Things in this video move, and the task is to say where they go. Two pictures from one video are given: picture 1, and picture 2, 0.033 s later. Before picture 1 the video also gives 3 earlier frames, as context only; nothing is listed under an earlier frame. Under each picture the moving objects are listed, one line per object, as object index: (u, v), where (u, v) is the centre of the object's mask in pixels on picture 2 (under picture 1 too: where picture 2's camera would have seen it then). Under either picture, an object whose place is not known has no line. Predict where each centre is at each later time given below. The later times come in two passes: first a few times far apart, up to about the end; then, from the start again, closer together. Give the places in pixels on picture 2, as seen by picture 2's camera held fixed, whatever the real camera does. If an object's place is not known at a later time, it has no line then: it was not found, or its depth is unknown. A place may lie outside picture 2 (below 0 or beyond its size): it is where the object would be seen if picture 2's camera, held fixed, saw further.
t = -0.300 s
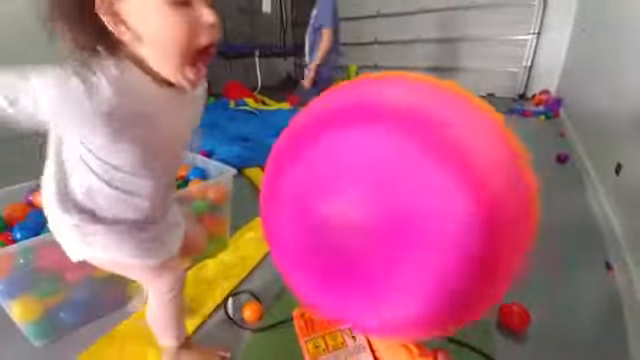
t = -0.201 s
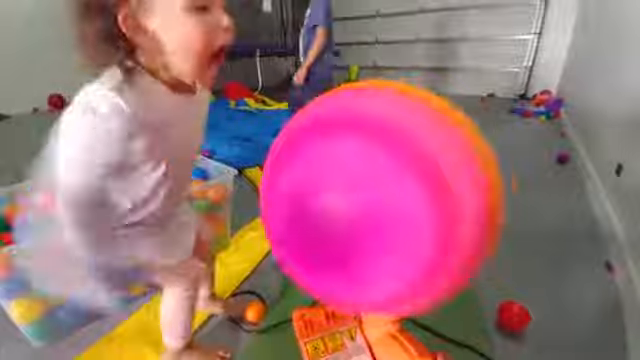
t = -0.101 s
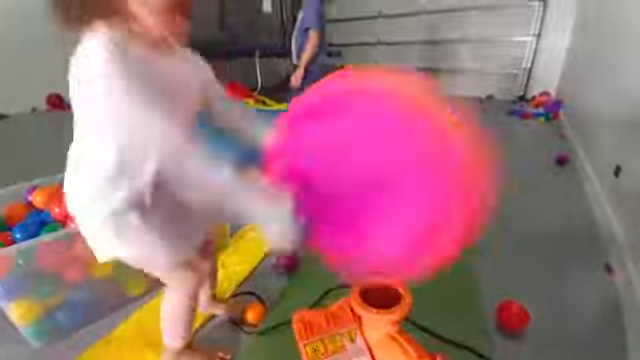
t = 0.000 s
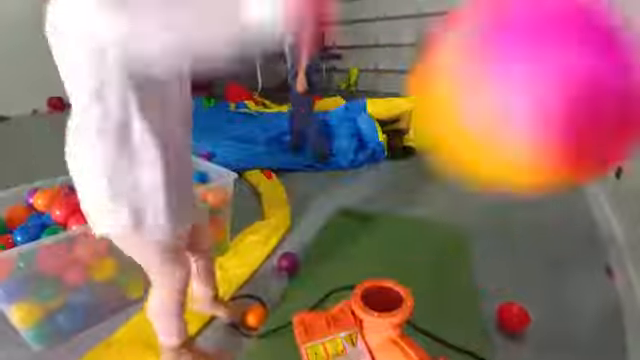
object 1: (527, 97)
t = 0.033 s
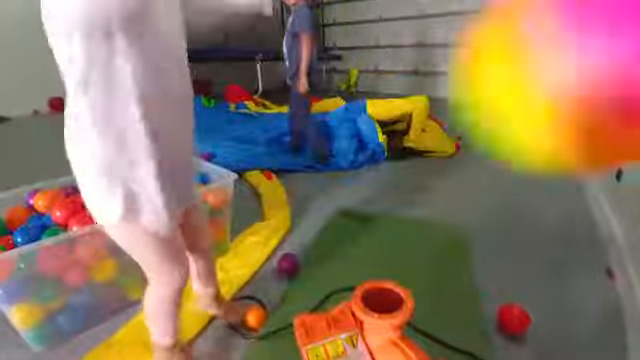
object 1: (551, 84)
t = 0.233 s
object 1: (590, 70)
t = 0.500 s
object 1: (415, 173)
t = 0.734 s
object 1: (374, 108)
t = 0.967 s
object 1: (345, 96)
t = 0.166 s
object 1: (619, 69)
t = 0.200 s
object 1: (605, 69)
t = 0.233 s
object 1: (590, 70)
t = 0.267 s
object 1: (574, 71)
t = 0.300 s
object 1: (552, 82)
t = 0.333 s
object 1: (525, 93)
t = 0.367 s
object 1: (499, 108)
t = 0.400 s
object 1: (472, 123)
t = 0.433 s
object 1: (452, 140)
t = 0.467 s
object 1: (433, 157)
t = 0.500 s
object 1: (415, 173)
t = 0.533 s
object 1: (403, 184)
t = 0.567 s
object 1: (398, 179)
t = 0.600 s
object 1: (393, 159)
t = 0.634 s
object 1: (388, 143)
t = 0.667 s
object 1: (384, 128)
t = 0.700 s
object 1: (379, 117)
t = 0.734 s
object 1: (374, 108)
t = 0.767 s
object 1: (370, 101)
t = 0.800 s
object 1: (365, 96)
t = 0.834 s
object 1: (361, 92)
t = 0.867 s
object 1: (355, 91)
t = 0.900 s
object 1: (351, 91)
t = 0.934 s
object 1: (349, 92)
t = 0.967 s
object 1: (345, 96)
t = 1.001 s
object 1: (342, 99)
